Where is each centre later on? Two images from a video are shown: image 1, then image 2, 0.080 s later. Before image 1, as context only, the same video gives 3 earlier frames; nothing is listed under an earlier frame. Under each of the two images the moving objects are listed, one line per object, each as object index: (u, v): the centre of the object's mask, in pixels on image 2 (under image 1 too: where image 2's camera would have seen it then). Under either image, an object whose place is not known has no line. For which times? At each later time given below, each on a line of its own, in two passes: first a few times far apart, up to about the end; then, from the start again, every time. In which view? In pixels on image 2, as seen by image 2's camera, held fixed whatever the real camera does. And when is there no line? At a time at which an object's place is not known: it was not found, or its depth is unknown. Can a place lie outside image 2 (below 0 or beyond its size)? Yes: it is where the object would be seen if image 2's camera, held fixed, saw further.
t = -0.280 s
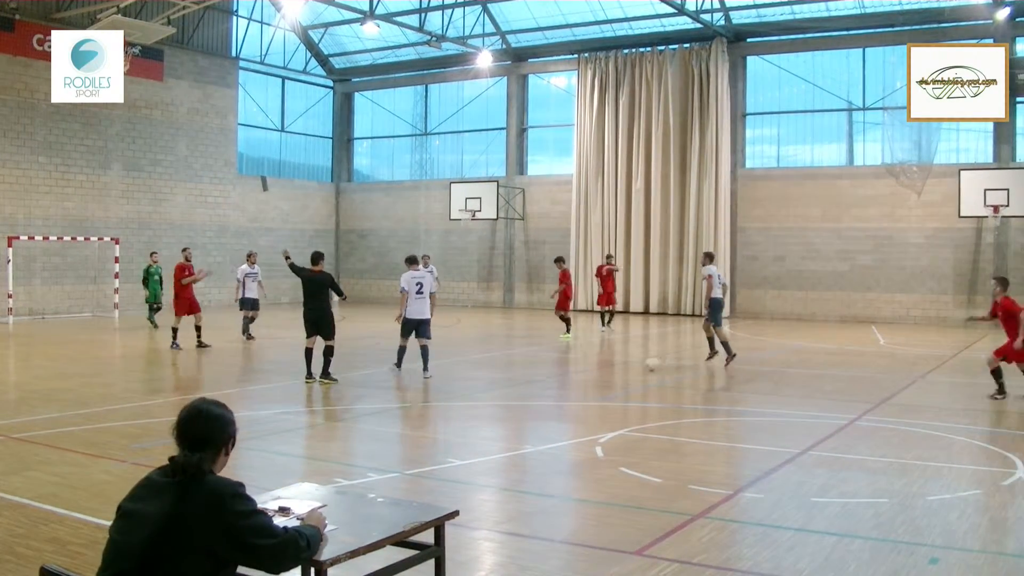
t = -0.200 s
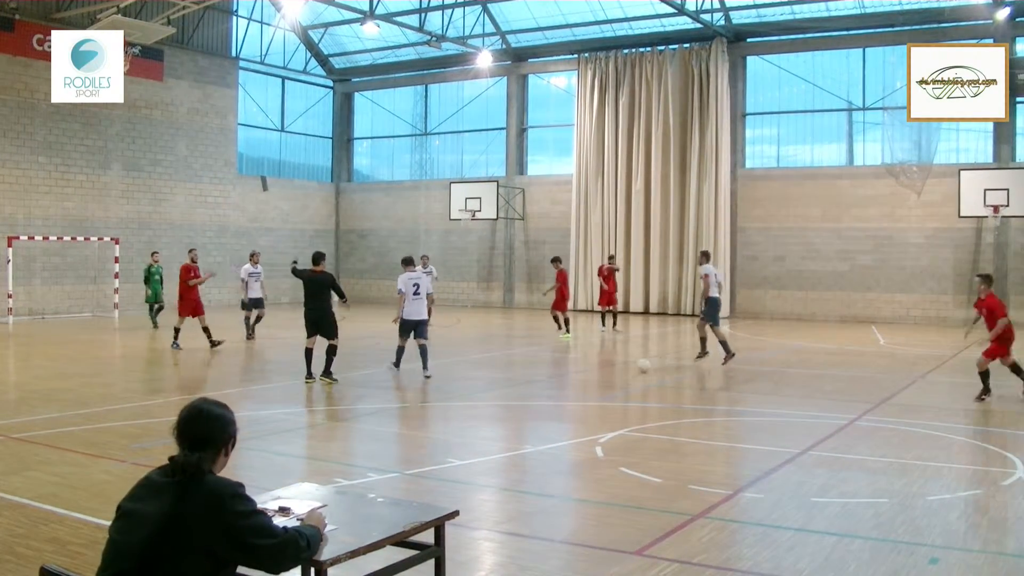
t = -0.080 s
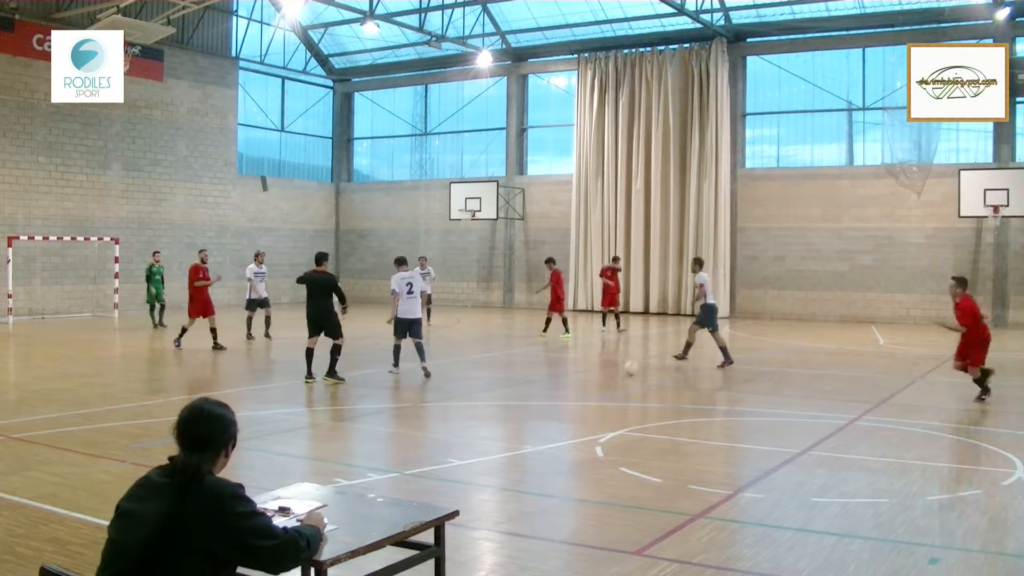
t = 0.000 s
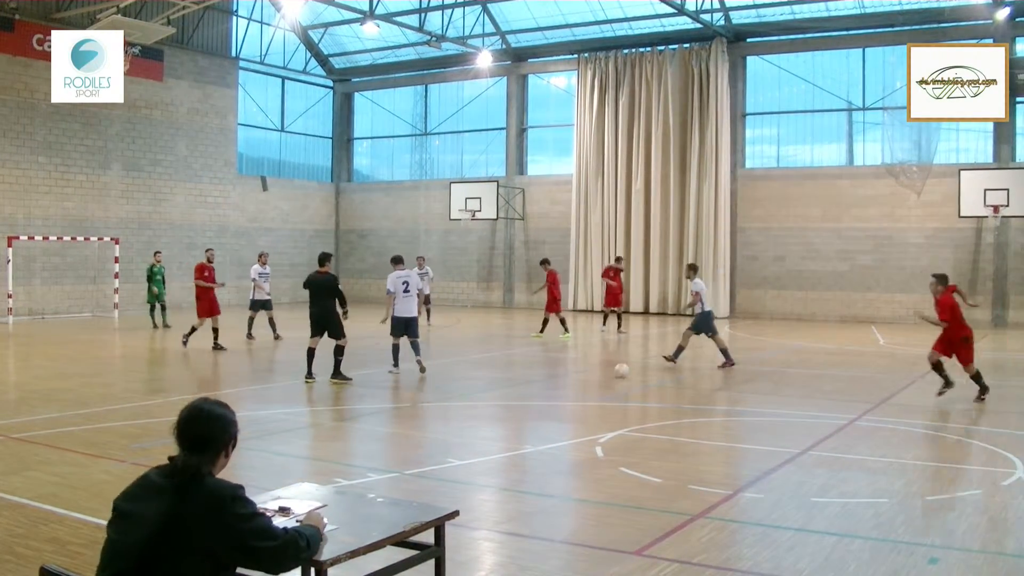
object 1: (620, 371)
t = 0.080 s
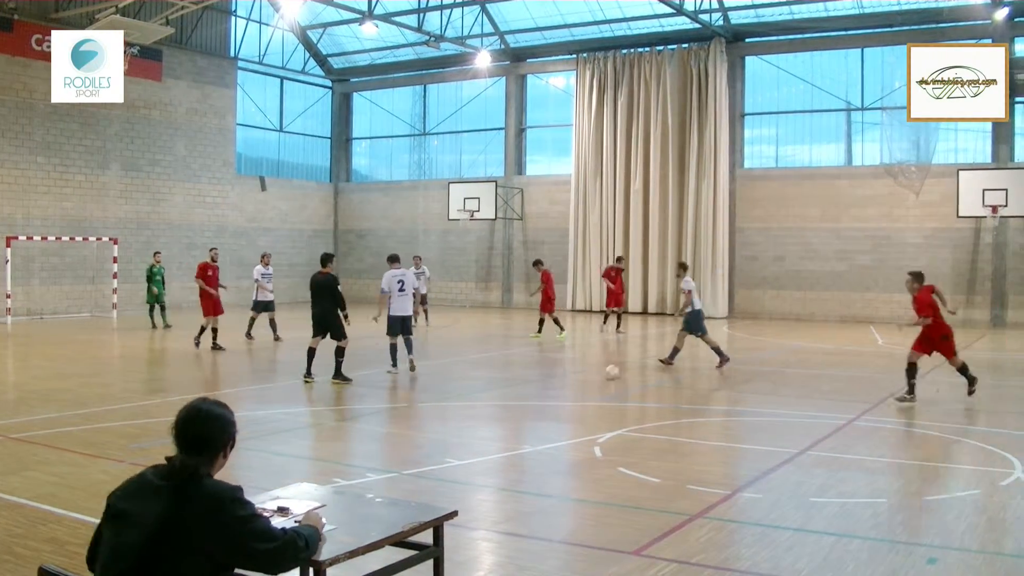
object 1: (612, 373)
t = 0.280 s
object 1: (588, 377)
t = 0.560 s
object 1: (551, 384)
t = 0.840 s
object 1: (509, 392)
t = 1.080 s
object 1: (468, 398)
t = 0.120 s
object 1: (608, 373)
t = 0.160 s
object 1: (603, 374)
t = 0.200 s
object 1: (598, 375)
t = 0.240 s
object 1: (592, 376)
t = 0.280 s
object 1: (588, 377)
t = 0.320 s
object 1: (583, 378)
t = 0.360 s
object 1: (577, 379)
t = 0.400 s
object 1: (572, 380)
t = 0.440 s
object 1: (567, 380)
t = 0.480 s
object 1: (561, 382)
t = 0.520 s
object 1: (556, 383)
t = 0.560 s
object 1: (551, 384)
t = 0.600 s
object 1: (545, 385)
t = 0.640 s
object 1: (539, 386)
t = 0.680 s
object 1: (534, 387)
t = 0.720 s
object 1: (527, 388)
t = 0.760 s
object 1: (521, 389)
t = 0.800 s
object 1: (515, 391)
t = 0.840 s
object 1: (509, 392)
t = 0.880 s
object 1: (503, 393)
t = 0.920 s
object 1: (497, 394)
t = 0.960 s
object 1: (490, 395)
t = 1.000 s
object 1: (483, 396)
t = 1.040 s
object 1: (477, 397)
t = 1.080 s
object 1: (468, 398)
